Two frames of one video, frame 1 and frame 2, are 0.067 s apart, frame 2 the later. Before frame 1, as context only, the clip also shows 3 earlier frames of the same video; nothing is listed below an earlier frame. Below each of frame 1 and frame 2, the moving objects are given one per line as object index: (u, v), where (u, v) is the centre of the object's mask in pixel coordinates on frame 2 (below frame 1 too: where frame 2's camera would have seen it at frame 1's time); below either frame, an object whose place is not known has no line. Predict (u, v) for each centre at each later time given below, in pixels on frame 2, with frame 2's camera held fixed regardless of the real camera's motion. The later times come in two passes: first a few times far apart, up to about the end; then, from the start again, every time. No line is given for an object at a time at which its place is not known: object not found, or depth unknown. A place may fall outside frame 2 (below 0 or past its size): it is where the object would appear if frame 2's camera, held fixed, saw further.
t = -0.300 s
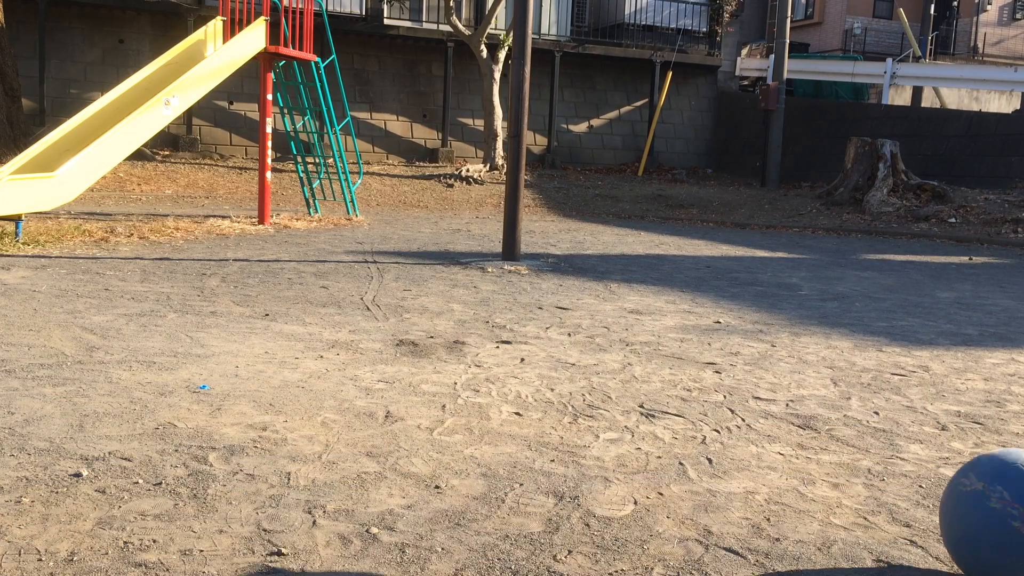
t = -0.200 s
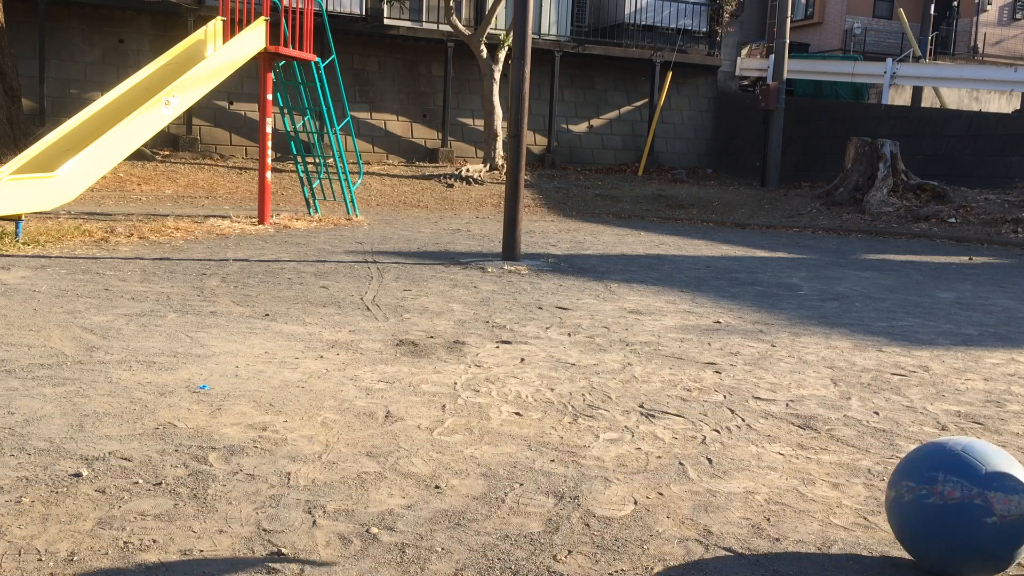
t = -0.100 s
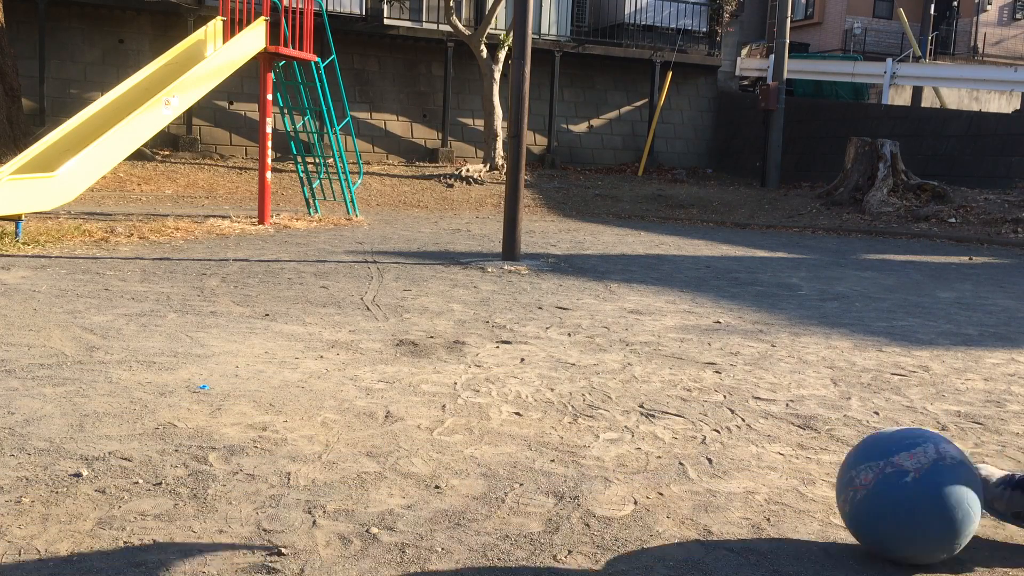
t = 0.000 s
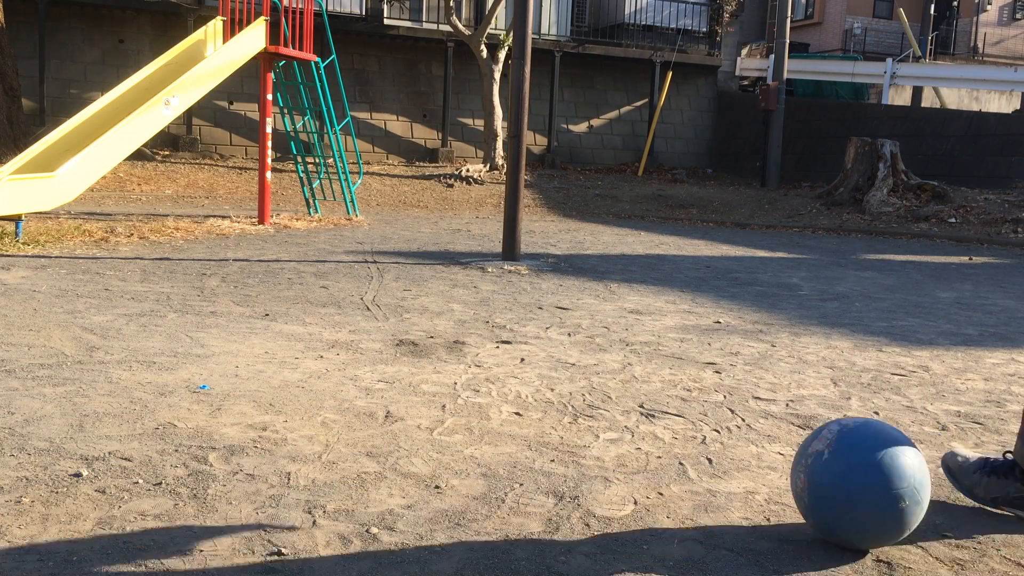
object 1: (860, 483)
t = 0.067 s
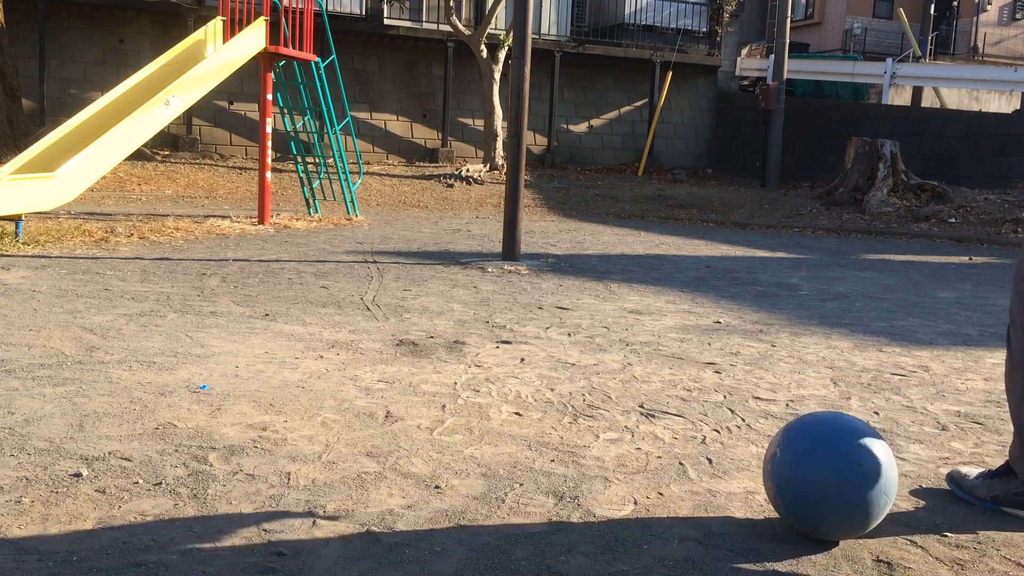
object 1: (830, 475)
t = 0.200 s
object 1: (774, 461)
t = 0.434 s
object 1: (695, 437)
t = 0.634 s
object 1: (635, 418)
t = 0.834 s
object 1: (583, 405)
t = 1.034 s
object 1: (537, 393)
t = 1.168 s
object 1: (511, 385)
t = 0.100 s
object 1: (815, 472)
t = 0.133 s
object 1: (801, 468)
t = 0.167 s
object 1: (788, 464)
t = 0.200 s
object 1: (774, 461)
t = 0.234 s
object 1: (761, 458)
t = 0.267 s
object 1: (749, 454)
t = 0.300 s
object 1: (738, 448)
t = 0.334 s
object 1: (726, 445)
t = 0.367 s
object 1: (716, 442)
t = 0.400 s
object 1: (705, 440)
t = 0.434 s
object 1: (695, 437)
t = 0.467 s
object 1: (684, 434)
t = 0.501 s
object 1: (674, 430)
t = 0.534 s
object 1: (664, 427)
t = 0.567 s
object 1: (654, 425)
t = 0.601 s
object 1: (645, 422)
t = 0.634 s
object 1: (635, 418)
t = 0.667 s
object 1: (626, 416)
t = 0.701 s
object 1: (616, 414)
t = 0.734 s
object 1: (608, 411)
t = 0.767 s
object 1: (599, 409)
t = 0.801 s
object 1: (591, 407)
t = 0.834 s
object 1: (583, 405)
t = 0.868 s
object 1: (575, 402)
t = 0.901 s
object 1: (567, 400)
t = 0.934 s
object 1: (559, 398)
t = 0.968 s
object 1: (551, 396)
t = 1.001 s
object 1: (544, 394)
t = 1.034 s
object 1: (537, 393)
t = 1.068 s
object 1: (530, 390)
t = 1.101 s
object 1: (523, 389)
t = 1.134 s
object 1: (517, 387)
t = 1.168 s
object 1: (511, 385)
